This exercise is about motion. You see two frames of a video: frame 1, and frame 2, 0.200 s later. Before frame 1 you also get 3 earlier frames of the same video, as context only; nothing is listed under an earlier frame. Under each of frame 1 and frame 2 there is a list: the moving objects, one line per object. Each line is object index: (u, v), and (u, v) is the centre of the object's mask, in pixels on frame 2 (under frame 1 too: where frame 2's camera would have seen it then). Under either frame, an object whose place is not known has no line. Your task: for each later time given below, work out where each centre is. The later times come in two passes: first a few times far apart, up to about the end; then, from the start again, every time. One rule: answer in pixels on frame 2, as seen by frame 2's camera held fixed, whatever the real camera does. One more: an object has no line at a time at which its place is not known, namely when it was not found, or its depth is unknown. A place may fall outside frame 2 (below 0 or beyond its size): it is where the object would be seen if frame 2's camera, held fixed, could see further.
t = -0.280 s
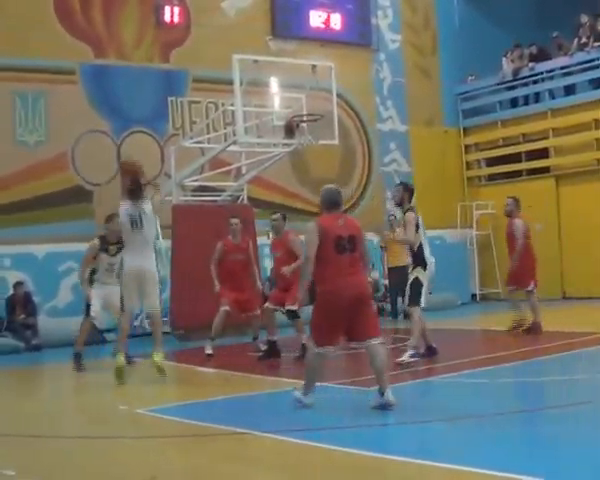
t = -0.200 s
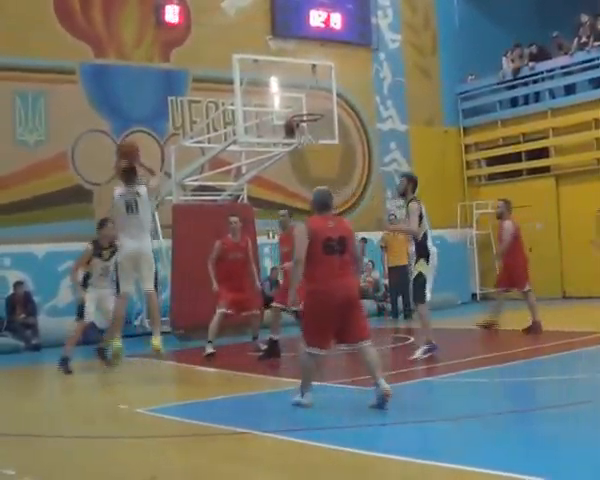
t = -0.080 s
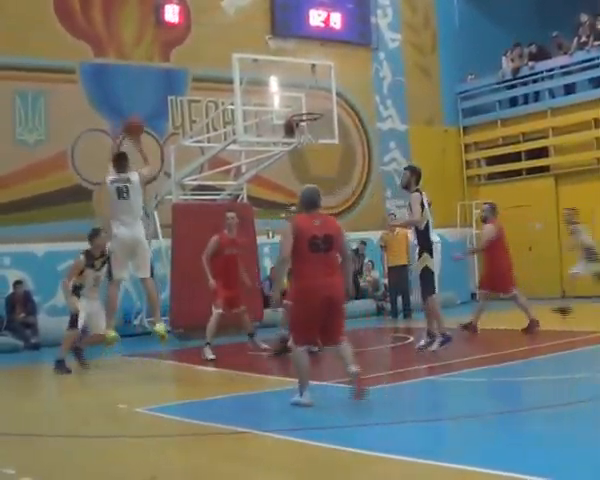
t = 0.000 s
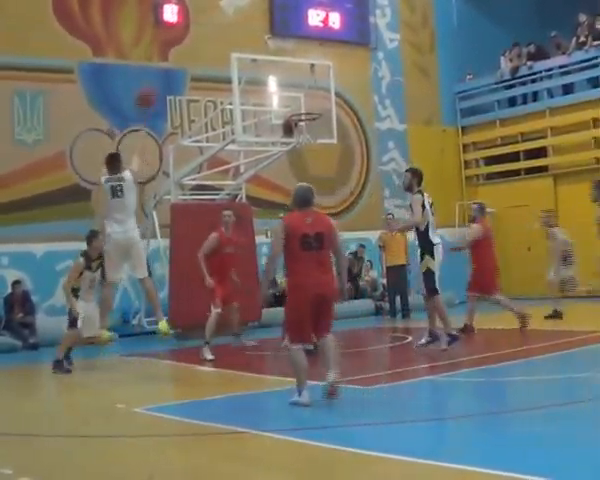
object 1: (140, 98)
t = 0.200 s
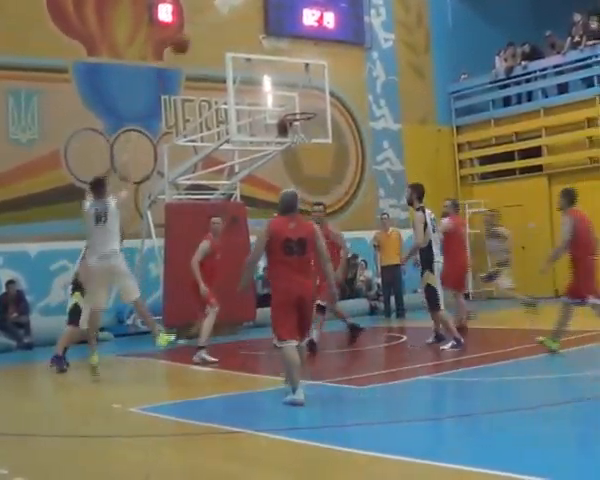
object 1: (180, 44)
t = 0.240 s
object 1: (187, 38)
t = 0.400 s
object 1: (214, 27)
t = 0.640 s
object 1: (252, 48)
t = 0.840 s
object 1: (284, 86)
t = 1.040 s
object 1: (300, 106)
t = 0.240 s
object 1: (187, 38)
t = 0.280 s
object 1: (194, 33)
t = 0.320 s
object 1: (201, 30)
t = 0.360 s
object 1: (207, 28)
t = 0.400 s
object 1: (214, 27)
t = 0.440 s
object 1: (221, 28)
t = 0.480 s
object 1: (227, 29)
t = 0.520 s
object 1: (233, 33)
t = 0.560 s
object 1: (240, 37)
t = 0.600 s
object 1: (245, 42)
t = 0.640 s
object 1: (252, 48)
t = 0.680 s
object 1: (258, 54)
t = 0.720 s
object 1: (264, 64)
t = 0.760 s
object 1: (269, 71)
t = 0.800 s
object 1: (276, 79)
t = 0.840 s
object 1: (284, 86)
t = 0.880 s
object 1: (292, 94)
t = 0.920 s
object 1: (299, 103)
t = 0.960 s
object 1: (306, 110)
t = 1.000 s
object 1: (304, 109)
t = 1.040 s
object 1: (300, 106)
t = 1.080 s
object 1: (294, 102)
